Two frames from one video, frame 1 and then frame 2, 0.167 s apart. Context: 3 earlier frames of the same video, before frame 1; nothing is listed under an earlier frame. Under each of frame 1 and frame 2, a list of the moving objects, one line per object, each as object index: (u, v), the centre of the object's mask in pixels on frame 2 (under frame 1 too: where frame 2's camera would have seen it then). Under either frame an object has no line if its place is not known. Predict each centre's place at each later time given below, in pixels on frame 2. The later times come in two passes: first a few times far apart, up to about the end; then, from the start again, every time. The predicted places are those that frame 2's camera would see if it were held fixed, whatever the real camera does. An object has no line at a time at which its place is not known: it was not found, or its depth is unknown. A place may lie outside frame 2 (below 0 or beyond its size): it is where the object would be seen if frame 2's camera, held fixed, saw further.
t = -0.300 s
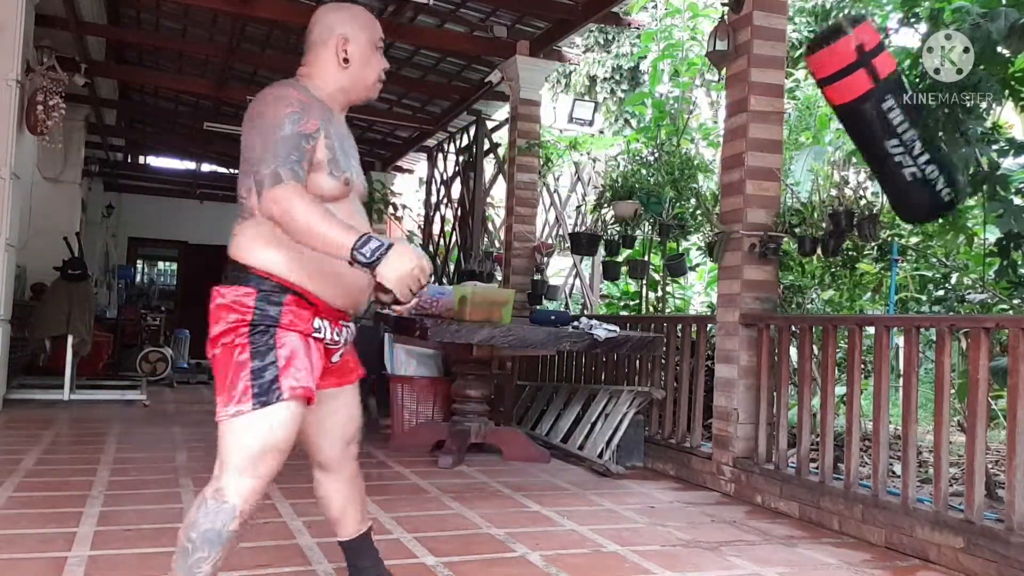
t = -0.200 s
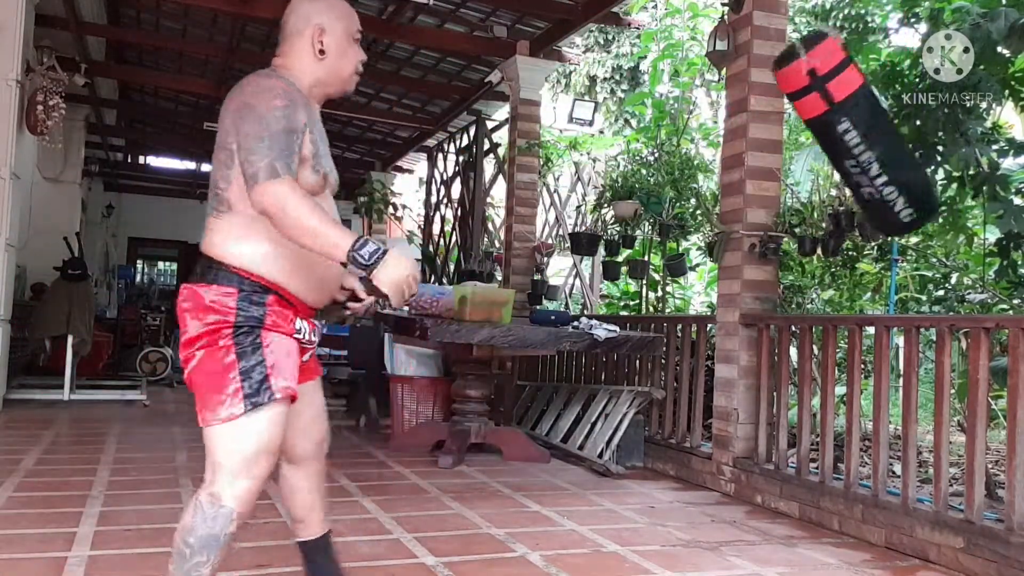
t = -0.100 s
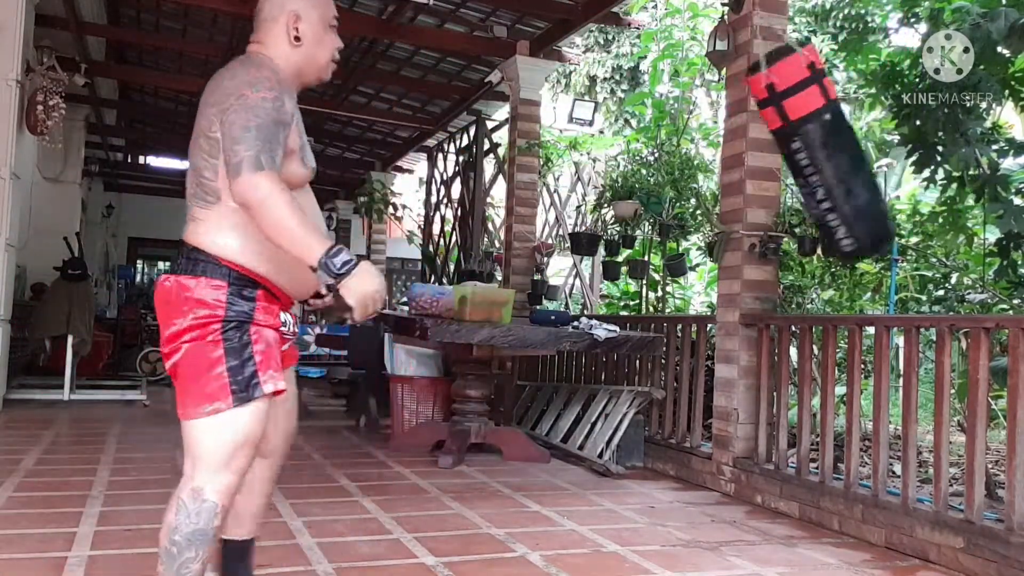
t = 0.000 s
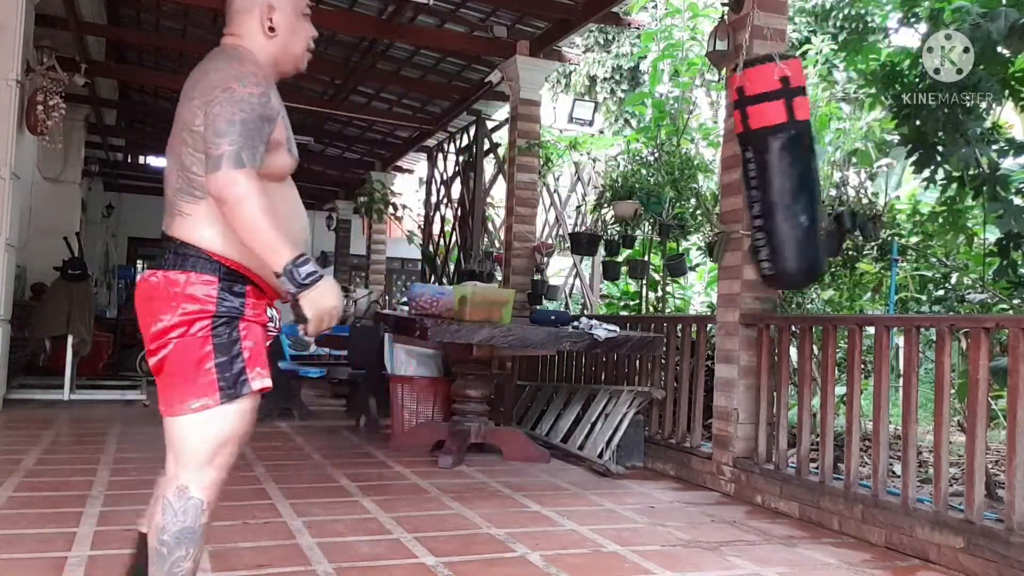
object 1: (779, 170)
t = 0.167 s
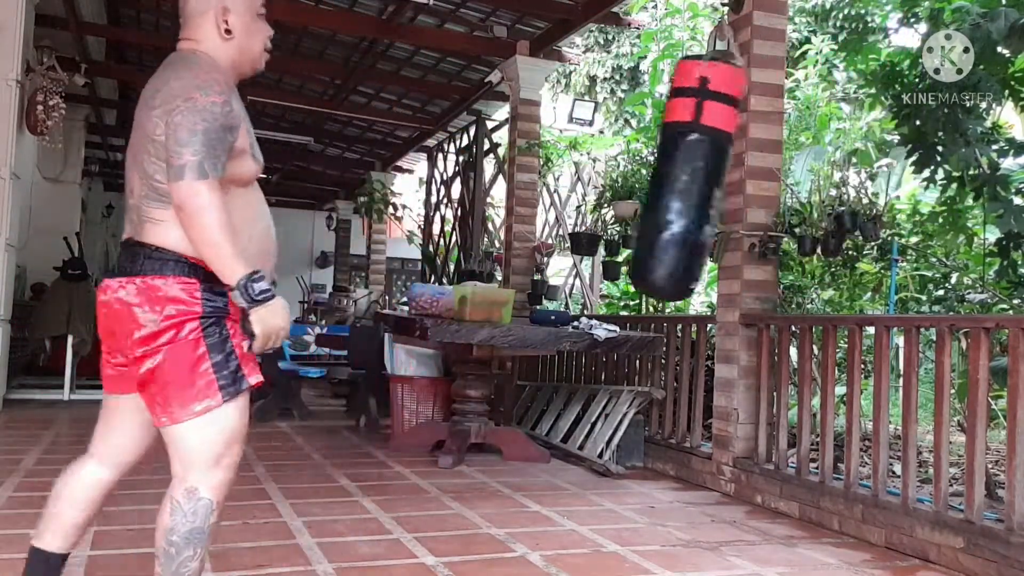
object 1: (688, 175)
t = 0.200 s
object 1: (666, 177)
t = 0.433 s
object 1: (527, 127)
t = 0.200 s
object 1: (666, 177)
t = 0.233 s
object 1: (644, 175)
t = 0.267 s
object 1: (624, 172)
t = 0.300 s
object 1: (603, 166)
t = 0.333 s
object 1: (583, 156)
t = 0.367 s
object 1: (563, 146)
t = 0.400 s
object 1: (545, 136)
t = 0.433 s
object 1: (527, 127)
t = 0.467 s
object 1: (509, 120)
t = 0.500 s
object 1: (492, 112)
